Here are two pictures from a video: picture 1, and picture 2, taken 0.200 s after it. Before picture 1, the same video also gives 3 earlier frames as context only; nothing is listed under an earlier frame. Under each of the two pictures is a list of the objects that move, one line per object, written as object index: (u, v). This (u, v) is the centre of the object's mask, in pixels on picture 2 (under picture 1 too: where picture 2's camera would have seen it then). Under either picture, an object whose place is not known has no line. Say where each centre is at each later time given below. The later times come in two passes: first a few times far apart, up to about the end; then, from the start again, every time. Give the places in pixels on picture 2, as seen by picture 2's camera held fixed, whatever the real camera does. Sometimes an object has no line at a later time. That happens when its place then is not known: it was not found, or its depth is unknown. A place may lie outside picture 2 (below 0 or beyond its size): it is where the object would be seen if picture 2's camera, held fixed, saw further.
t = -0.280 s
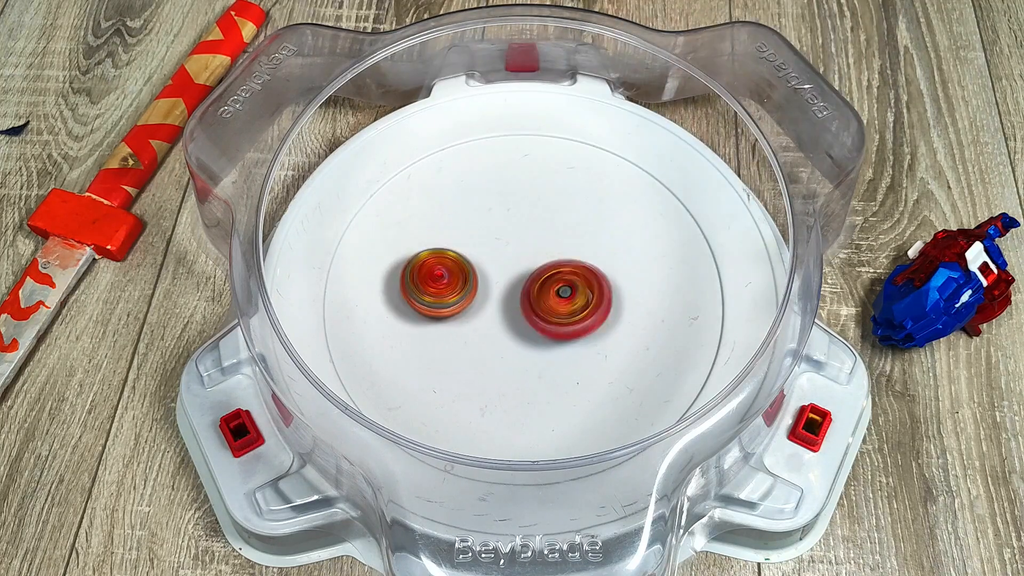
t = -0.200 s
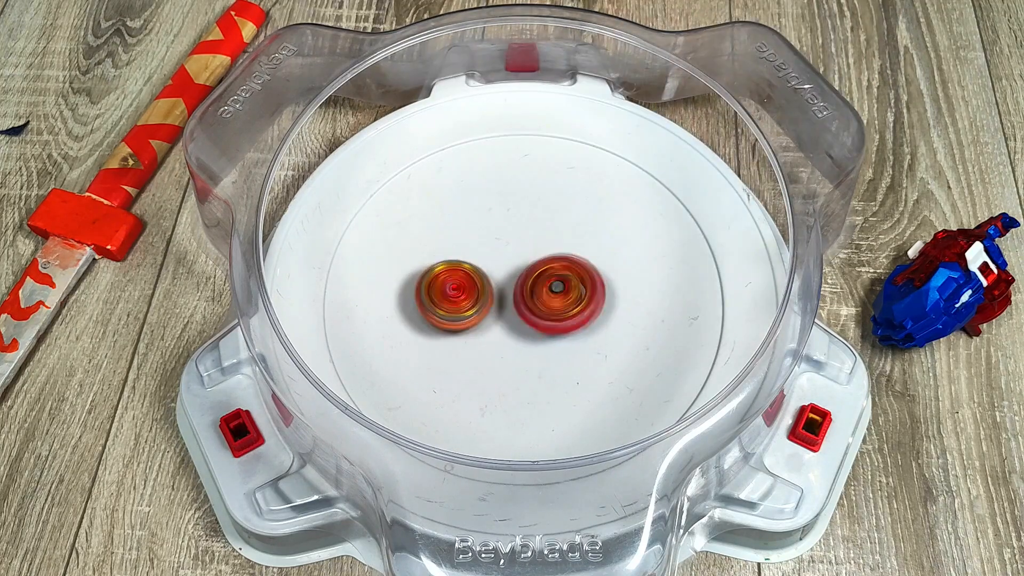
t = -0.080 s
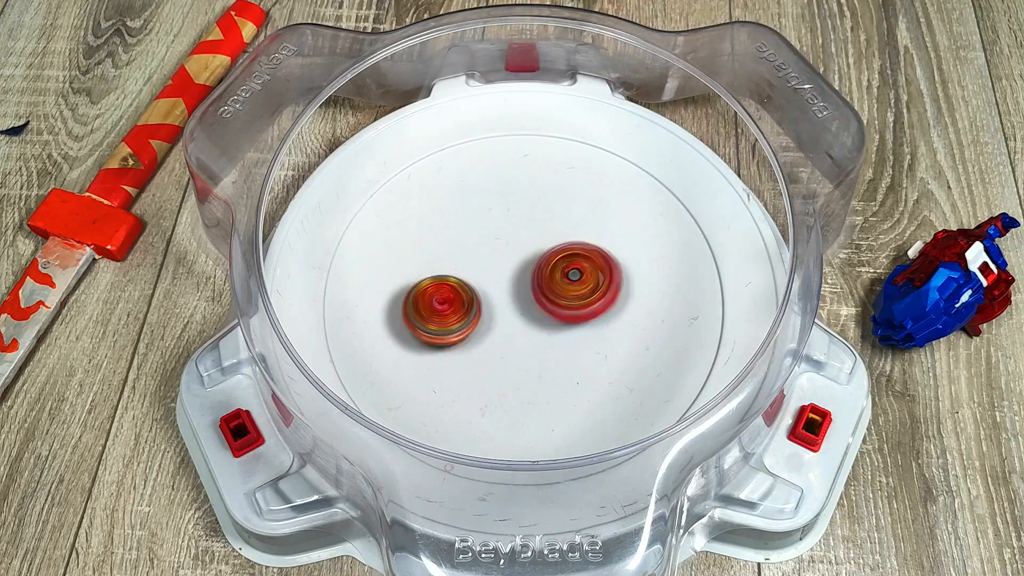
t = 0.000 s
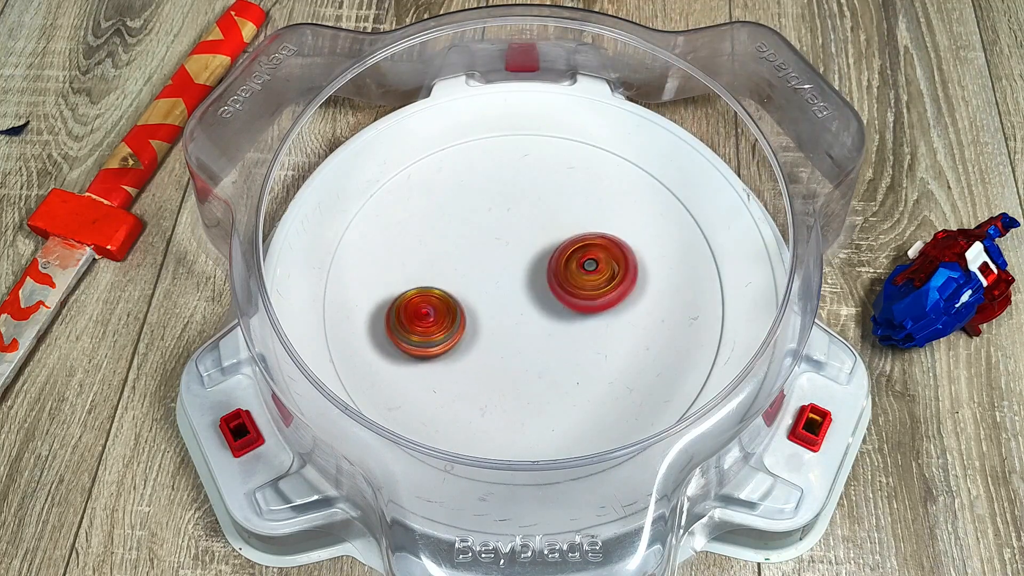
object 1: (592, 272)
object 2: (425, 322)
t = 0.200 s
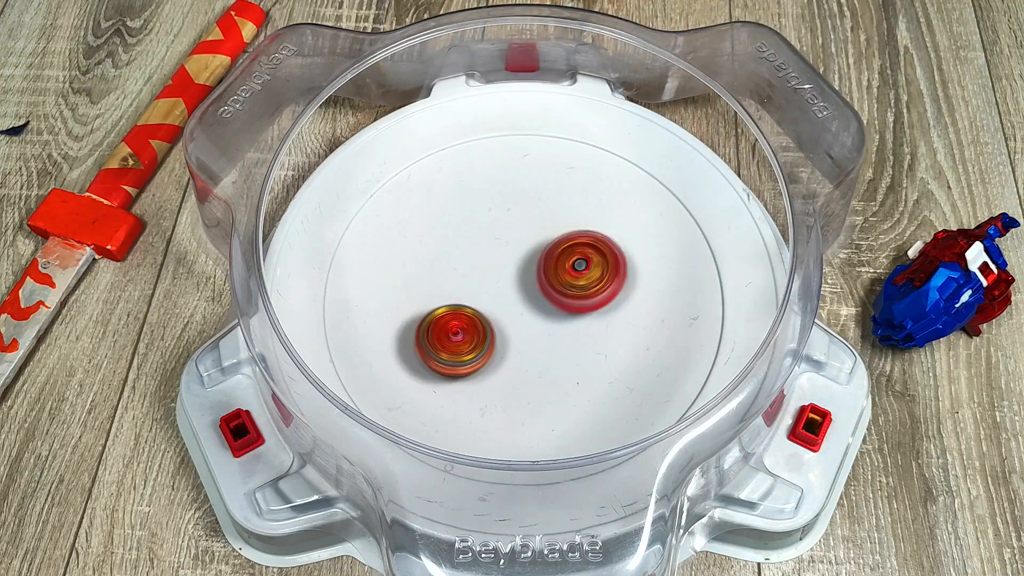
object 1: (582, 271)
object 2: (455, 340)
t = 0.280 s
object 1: (572, 272)
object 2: (475, 338)
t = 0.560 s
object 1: (564, 237)
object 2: (489, 370)
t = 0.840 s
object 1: (532, 259)
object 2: (525, 338)
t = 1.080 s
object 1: (512, 249)
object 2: (529, 329)
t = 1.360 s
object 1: (492, 223)
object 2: (581, 375)
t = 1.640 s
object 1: (499, 259)
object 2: (570, 306)
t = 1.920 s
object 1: (482, 275)
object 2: (571, 284)
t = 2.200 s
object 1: (489, 304)
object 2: (559, 262)
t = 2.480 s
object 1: (500, 327)
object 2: (549, 246)
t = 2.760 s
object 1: (536, 345)
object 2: (519, 239)
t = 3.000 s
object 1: (558, 347)
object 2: (483, 232)
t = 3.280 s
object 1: (564, 313)
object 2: (485, 280)
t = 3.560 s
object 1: (586, 273)
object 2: (493, 318)
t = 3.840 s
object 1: (569, 246)
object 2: (542, 321)
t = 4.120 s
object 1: (534, 229)
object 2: (560, 306)
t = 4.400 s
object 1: (487, 208)
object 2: (573, 335)
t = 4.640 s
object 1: (474, 224)
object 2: (575, 332)
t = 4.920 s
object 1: (461, 270)
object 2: (540, 316)
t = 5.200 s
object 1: (458, 319)
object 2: (547, 311)
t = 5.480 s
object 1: (465, 342)
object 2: (558, 274)
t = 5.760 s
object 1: (511, 333)
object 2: (521, 261)
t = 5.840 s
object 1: (529, 335)
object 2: (510, 254)
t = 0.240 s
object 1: (578, 272)
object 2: (465, 339)
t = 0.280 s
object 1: (572, 272)
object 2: (475, 338)
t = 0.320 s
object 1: (565, 274)
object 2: (489, 332)
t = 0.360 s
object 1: (561, 270)
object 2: (496, 331)
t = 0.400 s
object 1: (567, 258)
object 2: (487, 345)
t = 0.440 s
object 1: (570, 245)
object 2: (481, 358)
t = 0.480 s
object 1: (570, 240)
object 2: (481, 363)
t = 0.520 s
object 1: (566, 238)
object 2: (485, 369)
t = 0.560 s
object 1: (564, 237)
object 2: (489, 370)
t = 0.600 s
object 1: (560, 238)
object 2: (495, 371)
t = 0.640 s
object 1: (554, 242)
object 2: (502, 369)
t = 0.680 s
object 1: (551, 245)
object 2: (507, 366)
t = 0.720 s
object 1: (546, 247)
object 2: (512, 361)
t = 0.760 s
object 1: (541, 253)
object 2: (519, 353)
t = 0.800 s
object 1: (534, 258)
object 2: (524, 342)
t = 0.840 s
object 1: (532, 259)
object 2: (525, 338)
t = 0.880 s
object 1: (528, 255)
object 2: (526, 337)
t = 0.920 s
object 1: (525, 248)
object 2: (525, 340)
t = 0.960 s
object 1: (521, 245)
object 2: (526, 340)
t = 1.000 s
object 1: (518, 244)
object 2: (527, 338)
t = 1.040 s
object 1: (514, 246)
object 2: (528, 335)
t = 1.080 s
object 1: (512, 249)
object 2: (529, 329)
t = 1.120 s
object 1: (510, 251)
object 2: (528, 325)
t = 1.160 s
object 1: (503, 237)
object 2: (534, 345)
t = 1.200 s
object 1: (498, 223)
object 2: (543, 368)
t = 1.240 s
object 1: (495, 218)
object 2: (550, 376)
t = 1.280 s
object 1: (492, 217)
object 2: (562, 381)
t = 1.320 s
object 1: (491, 220)
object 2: (574, 379)
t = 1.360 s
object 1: (492, 223)
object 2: (581, 375)
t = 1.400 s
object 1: (493, 226)
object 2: (587, 369)
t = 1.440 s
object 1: (493, 232)
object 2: (591, 358)
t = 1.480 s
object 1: (494, 236)
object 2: (592, 351)
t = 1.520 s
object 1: (495, 240)
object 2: (590, 342)
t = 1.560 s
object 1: (495, 247)
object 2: (586, 329)
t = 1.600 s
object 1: (497, 252)
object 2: (580, 319)
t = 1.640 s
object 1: (499, 259)
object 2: (570, 306)
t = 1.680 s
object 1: (494, 260)
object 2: (571, 302)
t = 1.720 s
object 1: (485, 260)
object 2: (579, 303)
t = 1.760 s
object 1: (479, 262)
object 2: (583, 300)
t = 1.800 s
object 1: (477, 264)
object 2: (583, 297)
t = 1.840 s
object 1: (477, 266)
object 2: (581, 293)
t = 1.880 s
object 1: (480, 272)
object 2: (576, 288)
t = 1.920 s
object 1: (482, 275)
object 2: (571, 284)
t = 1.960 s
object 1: (482, 278)
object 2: (569, 281)
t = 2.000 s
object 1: (477, 283)
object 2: (575, 276)
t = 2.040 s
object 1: (477, 287)
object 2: (575, 274)
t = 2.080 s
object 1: (479, 291)
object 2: (572, 269)
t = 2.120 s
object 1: (482, 294)
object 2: (569, 268)
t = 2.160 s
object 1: (486, 297)
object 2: (564, 266)
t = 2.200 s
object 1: (489, 304)
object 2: (559, 262)
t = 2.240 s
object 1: (489, 309)
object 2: (559, 260)
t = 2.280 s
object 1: (487, 315)
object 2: (562, 255)
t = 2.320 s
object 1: (486, 321)
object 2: (562, 250)
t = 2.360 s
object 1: (488, 323)
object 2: (560, 248)
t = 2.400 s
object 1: (491, 325)
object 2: (557, 247)
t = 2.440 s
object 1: (496, 326)
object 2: (553, 246)
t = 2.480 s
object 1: (500, 327)
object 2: (549, 246)
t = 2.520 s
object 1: (504, 327)
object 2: (544, 247)
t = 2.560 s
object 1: (510, 327)
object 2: (539, 251)
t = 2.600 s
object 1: (515, 326)
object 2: (535, 254)
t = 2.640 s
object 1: (519, 330)
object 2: (531, 255)
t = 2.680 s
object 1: (523, 330)
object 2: (528, 256)
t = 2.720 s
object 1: (528, 332)
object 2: (525, 256)
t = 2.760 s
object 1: (536, 345)
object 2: (519, 239)
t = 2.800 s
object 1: (541, 350)
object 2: (514, 233)
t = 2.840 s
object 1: (545, 352)
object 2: (508, 230)
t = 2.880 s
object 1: (552, 353)
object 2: (499, 227)
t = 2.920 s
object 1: (554, 352)
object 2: (494, 227)
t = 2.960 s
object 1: (556, 350)
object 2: (488, 228)
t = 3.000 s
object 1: (558, 347)
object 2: (483, 232)
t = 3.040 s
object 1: (558, 345)
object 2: (480, 236)
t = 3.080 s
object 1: (559, 341)
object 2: (477, 240)
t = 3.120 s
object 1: (561, 334)
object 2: (474, 250)
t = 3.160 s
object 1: (561, 330)
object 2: (474, 256)
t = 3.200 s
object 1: (563, 323)
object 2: (477, 267)
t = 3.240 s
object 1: (563, 318)
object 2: (480, 273)
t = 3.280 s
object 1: (564, 313)
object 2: (485, 280)
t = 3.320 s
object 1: (572, 306)
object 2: (480, 287)
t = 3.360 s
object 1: (580, 301)
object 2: (476, 291)
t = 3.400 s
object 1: (584, 296)
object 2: (475, 295)
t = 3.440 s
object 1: (588, 288)
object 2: (478, 304)
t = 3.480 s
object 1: (588, 283)
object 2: (481, 308)
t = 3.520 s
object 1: (588, 278)
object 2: (485, 312)
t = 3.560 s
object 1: (586, 273)
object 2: (493, 318)
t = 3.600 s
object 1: (585, 269)
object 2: (499, 321)
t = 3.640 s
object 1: (584, 265)
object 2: (505, 322)
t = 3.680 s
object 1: (581, 261)
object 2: (516, 324)
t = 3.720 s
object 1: (579, 258)
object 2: (522, 324)
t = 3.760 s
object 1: (573, 255)
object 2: (532, 322)
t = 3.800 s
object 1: (572, 250)
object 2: (535, 323)
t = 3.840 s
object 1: (569, 246)
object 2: (542, 321)
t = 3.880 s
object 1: (565, 244)
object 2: (546, 319)
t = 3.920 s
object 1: (562, 241)
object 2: (550, 318)
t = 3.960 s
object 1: (558, 239)
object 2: (553, 316)
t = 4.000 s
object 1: (552, 234)
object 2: (556, 315)
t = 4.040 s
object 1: (545, 231)
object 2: (559, 312)
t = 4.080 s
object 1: (540, 230)
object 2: (559, 310)
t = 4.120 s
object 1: (534, 229)
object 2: (560, 306)
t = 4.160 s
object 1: (530, 229)
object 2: (559, 304)
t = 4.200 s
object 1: (525, 230)
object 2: (557, 301)
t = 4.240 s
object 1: (514, 223)
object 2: (559, 307)
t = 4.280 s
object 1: (506, 216)
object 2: (563, 318)
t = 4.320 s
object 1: (497, 210)
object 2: (567, 329)
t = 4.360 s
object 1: (491, 208)
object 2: (570, 332)
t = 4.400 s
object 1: (487, 208)
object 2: (573, 335)
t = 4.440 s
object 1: (482, 210)
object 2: (576, 337)
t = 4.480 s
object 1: (480, 211)
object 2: (578, 337)
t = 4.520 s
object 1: (478, 213)
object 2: (578, 337)
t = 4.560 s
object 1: (475, 217)
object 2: (579, 335)
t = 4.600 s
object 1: (474, 220)
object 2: (577, 334)
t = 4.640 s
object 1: (474, 224)
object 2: (575, 332)
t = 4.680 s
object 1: (473, 232)
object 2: (569, 327)
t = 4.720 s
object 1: (472, 237)
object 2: (564, 325)
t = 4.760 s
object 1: (472, 245)
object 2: (556, 321)
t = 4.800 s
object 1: (472, 251)
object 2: (550, 318)
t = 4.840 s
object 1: (471, 258)
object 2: (543, 315)
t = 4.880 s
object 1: (468, 266)
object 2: (535, 312)
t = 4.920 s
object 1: (461, 270)
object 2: (540, 316)
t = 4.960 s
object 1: (454, 278)
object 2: (546, 320)
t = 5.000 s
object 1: (452, 287)
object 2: (549, 320)
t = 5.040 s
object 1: (453, 293)
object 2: (549, 320)
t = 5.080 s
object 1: (453, 299)
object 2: (549, 318)
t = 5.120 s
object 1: (456, 308)
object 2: (548, 315)
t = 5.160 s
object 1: (457, 314)
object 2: (548, 313)
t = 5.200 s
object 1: (458, 319)
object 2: (547, 311)
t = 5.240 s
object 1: (459, 326)
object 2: (548, 306)
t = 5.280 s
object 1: (453, 332)
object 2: (557, 301)
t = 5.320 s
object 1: (452, 337)
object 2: (564, 294)
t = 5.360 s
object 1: (454, 340)
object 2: (565, 289)
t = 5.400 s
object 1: (457, 342)
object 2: (564, 284)
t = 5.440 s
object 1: (460, 342)
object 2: (561, 278)
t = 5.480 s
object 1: (465, 342)
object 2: (558, 274)
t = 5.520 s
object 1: (470, 342)
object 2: (555, 270)
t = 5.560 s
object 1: (475, 340)
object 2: (549, 266)
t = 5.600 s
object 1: (480, 339)
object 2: (545, 263)
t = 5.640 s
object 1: (487, 339)
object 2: (540, 262)
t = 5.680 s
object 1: (496, 337)
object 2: (532, 261)
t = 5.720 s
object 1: (502, 334)
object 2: (526, 261)
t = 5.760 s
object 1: (511, 333)
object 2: (521, 261)
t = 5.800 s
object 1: (521, 335)
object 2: (515, 255)
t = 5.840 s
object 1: (529, 335)
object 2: (510, 254)
